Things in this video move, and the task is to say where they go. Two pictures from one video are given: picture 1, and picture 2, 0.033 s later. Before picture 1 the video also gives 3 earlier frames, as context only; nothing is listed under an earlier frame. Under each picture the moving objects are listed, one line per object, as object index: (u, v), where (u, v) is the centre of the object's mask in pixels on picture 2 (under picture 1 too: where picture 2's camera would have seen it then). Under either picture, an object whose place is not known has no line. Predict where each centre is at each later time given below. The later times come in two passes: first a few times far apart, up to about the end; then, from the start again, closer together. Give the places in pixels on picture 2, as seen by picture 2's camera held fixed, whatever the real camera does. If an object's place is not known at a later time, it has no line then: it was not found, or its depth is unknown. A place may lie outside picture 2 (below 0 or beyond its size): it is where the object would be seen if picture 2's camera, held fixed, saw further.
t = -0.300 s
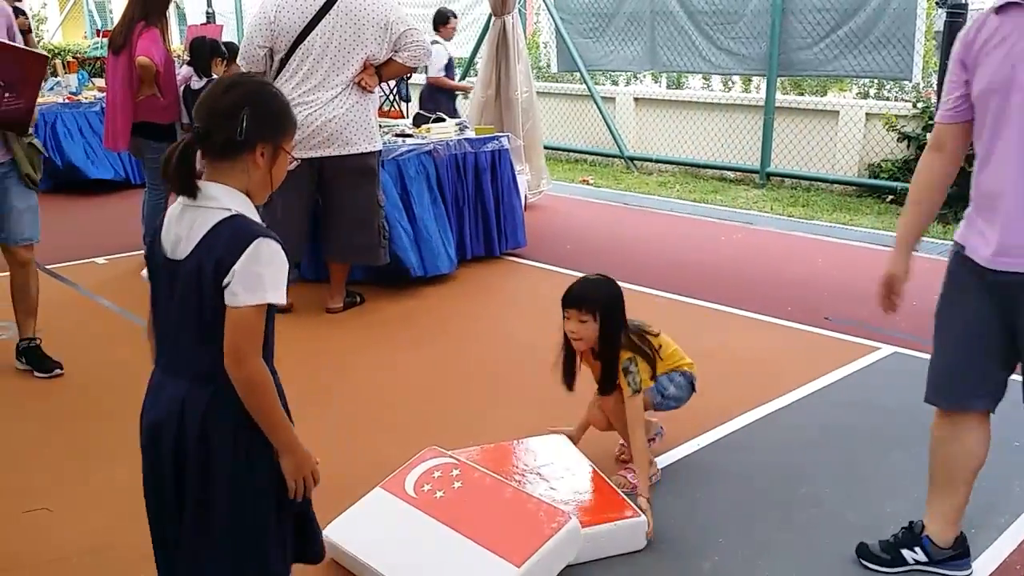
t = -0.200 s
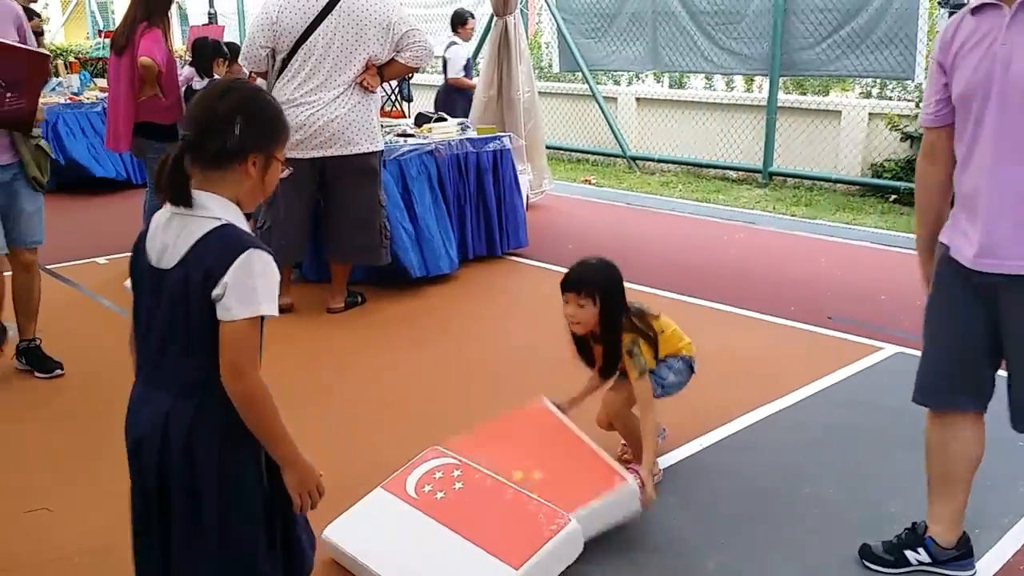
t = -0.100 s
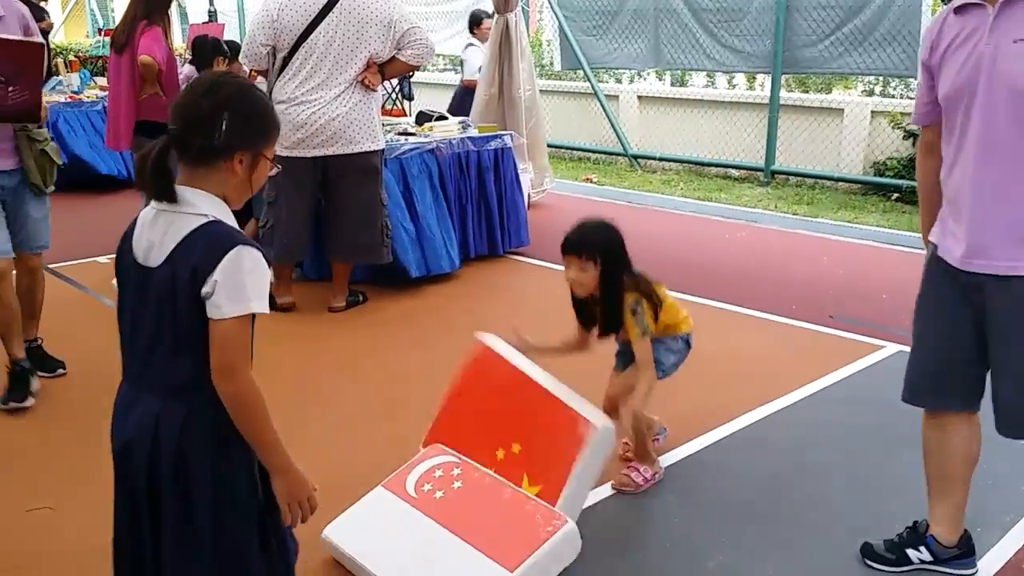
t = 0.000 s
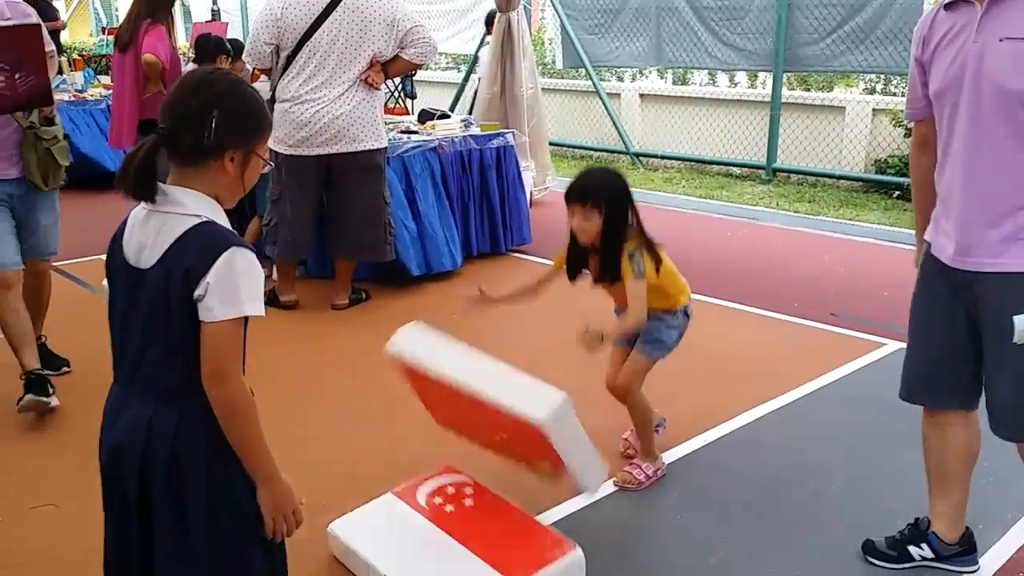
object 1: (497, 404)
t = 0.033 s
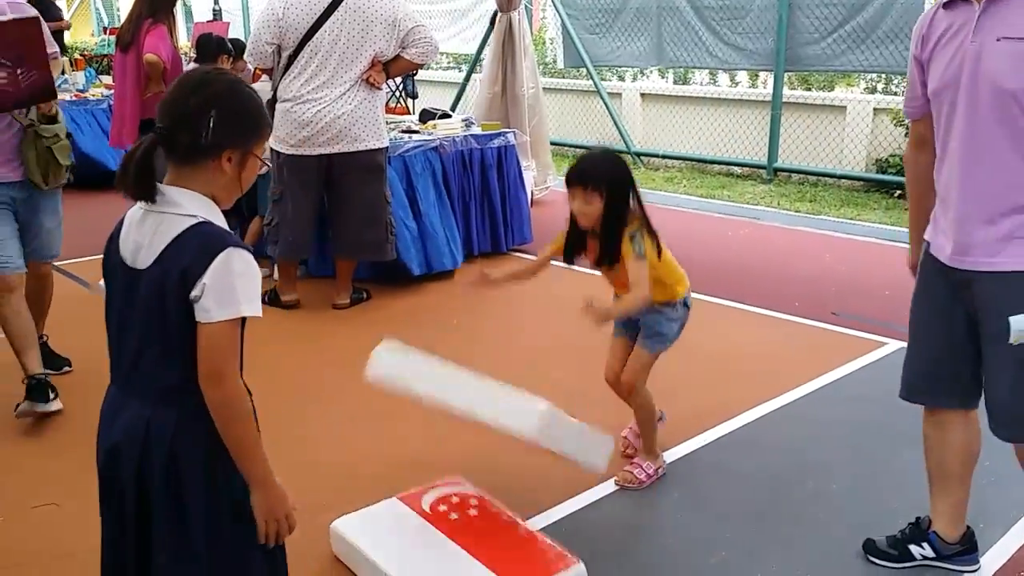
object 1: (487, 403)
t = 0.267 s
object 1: (448, 444)
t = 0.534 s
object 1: (413, 518)
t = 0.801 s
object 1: (408, 529)
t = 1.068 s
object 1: (409, 529)
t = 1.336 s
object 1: (411, 517)
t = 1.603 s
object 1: (410, 517)
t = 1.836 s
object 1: (411, 510)
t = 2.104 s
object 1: (410, 501)
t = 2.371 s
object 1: (412, 500)
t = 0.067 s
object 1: (480, 414)
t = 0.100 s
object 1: (475, 421)
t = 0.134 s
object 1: (470, 429)
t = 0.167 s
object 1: (466, 438)
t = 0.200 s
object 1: (459, 441)
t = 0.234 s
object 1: (453, 445)
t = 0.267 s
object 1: (448, 444)
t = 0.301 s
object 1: (444, 444)
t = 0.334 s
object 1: (441, 446)
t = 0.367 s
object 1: (437, 452)
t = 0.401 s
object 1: (432, 465)
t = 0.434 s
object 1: (428, 478)
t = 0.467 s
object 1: (422, 497)
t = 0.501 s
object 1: (418, 511)
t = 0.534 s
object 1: (413, 518)
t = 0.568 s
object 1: (413, 516)
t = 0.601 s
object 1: (412, 517)
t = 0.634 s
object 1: (412, 520)
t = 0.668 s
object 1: (412, 522)
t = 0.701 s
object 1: (411, 523)
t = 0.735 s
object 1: (410, 526)
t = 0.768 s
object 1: (409, 529)
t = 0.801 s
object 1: (408, 529)
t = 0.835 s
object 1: (408, 530)
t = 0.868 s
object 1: (408, 530)
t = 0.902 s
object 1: (408, 529)
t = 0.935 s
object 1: (409, 529)
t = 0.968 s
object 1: (409, 529)
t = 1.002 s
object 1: (409, 529)
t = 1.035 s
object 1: (409, 529)
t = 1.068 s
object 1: (409, 529)
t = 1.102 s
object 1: (409, 529)
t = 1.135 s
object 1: (409, 529)
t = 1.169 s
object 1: (408, 530)
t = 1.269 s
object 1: (410, 515)
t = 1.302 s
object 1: (410, 515)
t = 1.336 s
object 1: (411, 517)
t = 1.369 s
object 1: (410, 519)
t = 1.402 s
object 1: (410, 519)
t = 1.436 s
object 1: (410, 519)
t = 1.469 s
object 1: (410, 520)
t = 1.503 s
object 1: (410, 520)
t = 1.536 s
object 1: (409, 519)
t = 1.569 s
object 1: (409, 517)
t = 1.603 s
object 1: (410, 517)
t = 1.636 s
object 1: (410, 516)
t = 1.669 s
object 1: (410, 514)
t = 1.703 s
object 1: (410, 514)
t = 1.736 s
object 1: (410, 512)
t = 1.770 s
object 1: (411, 509)
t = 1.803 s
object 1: (411, 509)
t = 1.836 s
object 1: (411, 510)
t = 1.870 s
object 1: (411, 507)
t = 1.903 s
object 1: (411, 507)
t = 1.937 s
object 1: (412, 507)
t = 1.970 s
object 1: (412, 506)
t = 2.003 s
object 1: (412, 504)
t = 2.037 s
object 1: (411, 505)
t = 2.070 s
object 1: (411, 502)
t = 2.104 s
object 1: (410, 501)
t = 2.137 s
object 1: (411, 501)
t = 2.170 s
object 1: (411, 501)
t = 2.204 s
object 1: (412, 501)
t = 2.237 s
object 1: (412, 501)
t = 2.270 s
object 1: (412, 501)
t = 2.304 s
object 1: (412, 500)
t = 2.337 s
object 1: (412, 499)
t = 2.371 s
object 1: (412, 500)
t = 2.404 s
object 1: (412, 501)
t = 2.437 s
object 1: (412, 500)
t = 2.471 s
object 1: (412, 500)
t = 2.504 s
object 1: (411, 501)
